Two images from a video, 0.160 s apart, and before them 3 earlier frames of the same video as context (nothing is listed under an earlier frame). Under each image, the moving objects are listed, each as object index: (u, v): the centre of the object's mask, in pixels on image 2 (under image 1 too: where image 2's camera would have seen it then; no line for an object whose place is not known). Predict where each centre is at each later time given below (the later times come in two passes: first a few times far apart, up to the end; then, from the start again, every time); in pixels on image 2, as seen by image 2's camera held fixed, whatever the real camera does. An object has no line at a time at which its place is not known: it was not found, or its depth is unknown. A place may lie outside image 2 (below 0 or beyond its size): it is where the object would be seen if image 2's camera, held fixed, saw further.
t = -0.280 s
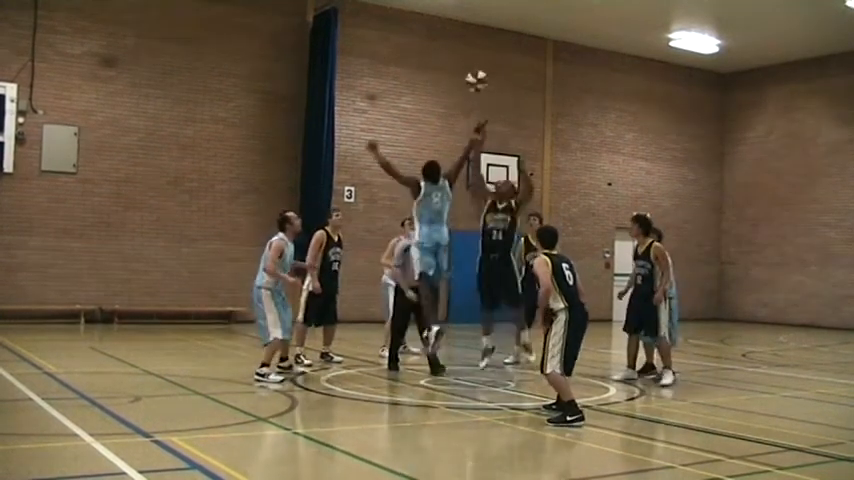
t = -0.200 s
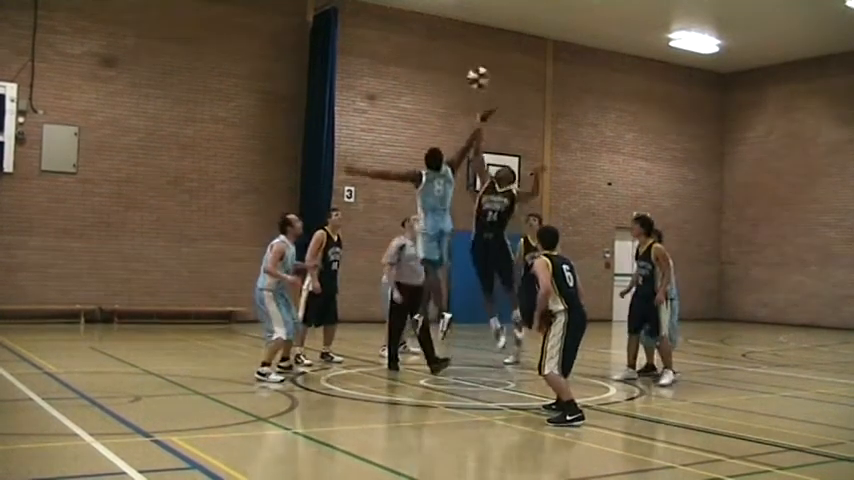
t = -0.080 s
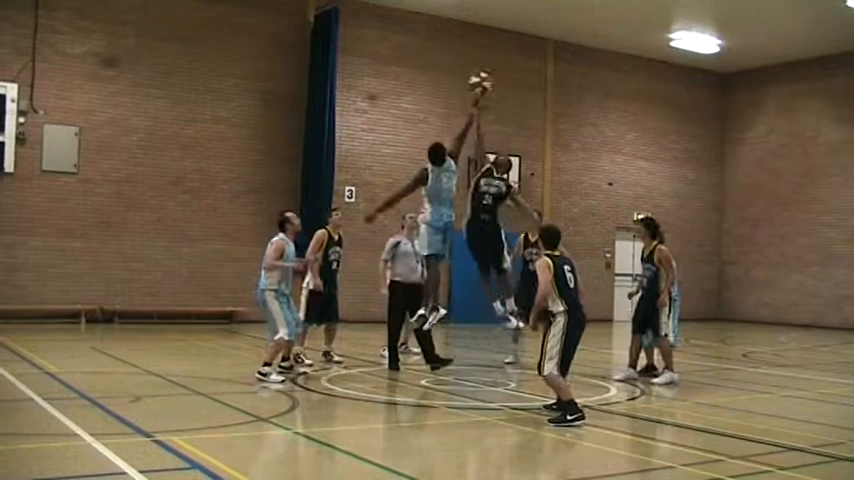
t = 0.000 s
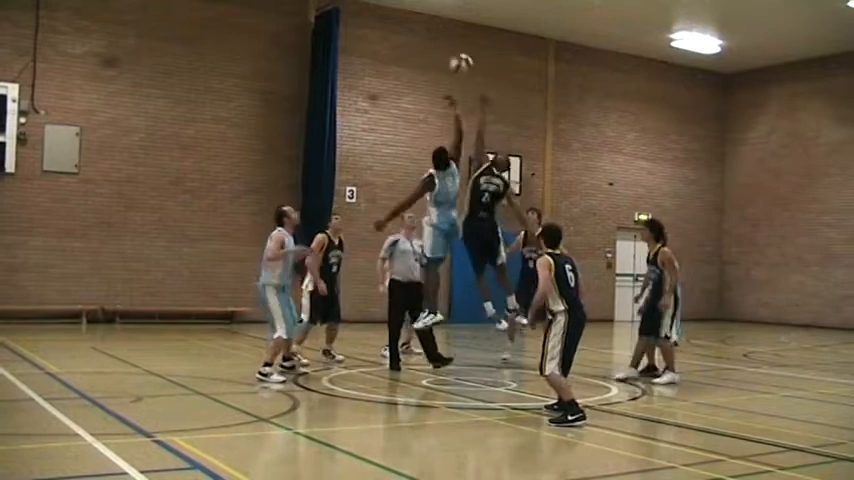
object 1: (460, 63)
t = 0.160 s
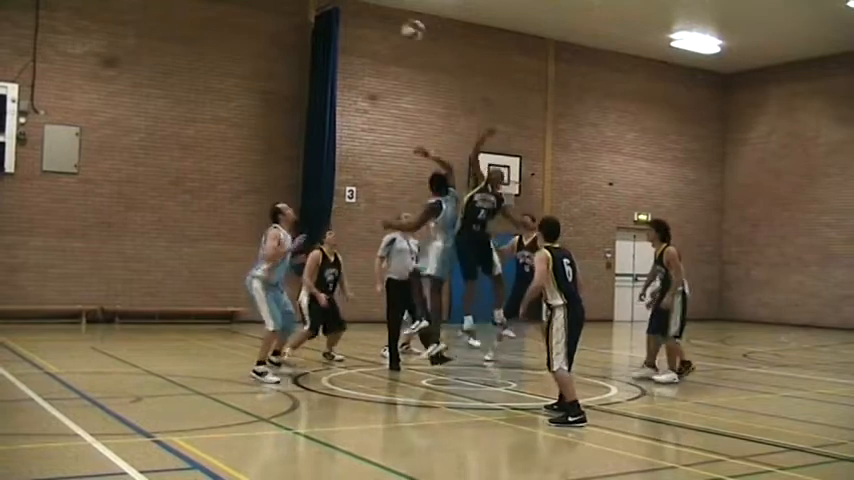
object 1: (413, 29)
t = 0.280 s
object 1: (378, 18)
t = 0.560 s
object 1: (290, 41)
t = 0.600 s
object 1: (278, 50)
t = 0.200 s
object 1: (402, 23)
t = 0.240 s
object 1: (389, 20)
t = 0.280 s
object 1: (378, 18)
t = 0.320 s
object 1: (364, 17)
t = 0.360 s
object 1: (353, 17)
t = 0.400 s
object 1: (340, 19)
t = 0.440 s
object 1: (327, 24)
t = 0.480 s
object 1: (315, 28)
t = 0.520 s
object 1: (304, 34)
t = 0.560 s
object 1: (290, 41)
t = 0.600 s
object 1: (278, 50)
